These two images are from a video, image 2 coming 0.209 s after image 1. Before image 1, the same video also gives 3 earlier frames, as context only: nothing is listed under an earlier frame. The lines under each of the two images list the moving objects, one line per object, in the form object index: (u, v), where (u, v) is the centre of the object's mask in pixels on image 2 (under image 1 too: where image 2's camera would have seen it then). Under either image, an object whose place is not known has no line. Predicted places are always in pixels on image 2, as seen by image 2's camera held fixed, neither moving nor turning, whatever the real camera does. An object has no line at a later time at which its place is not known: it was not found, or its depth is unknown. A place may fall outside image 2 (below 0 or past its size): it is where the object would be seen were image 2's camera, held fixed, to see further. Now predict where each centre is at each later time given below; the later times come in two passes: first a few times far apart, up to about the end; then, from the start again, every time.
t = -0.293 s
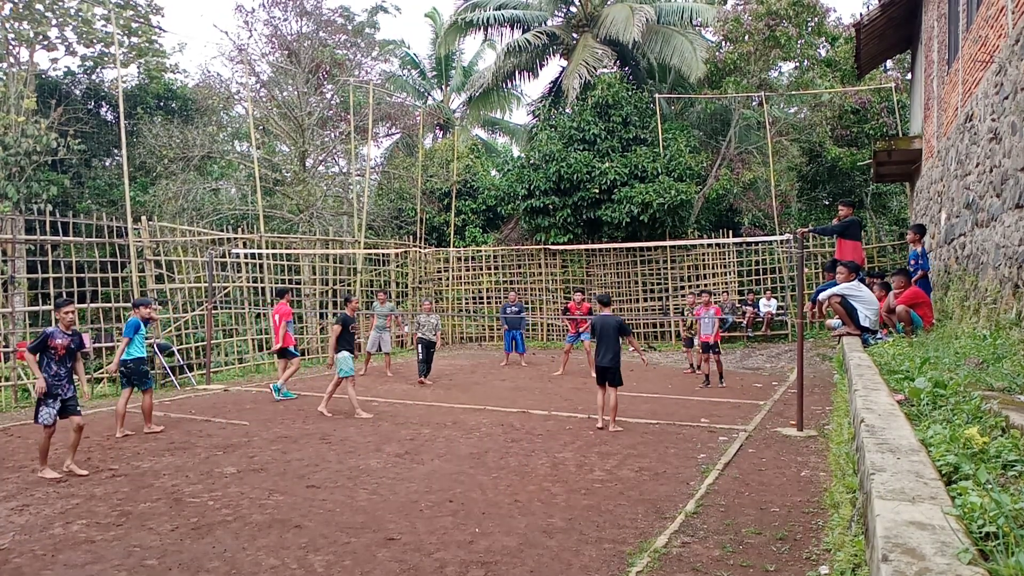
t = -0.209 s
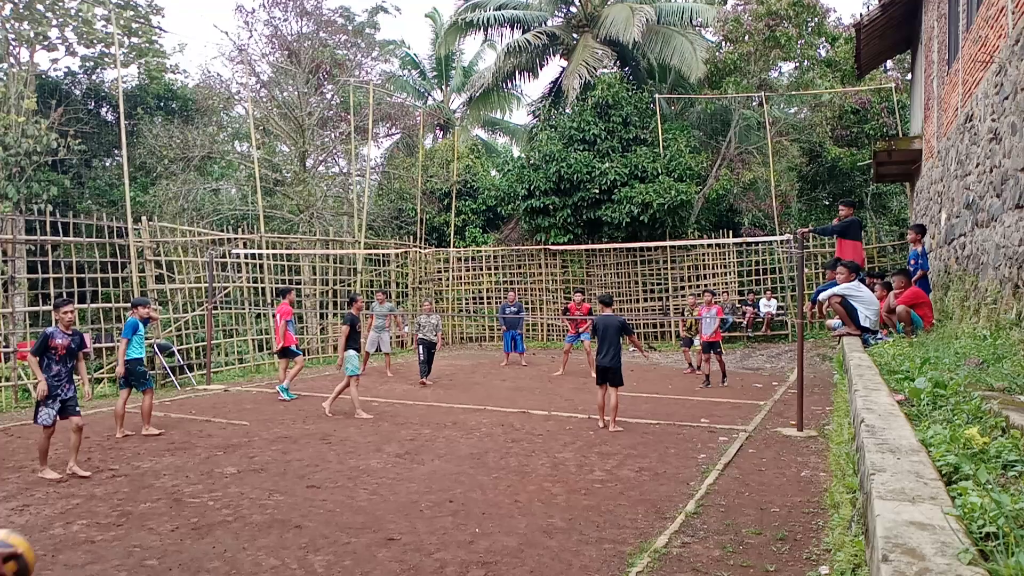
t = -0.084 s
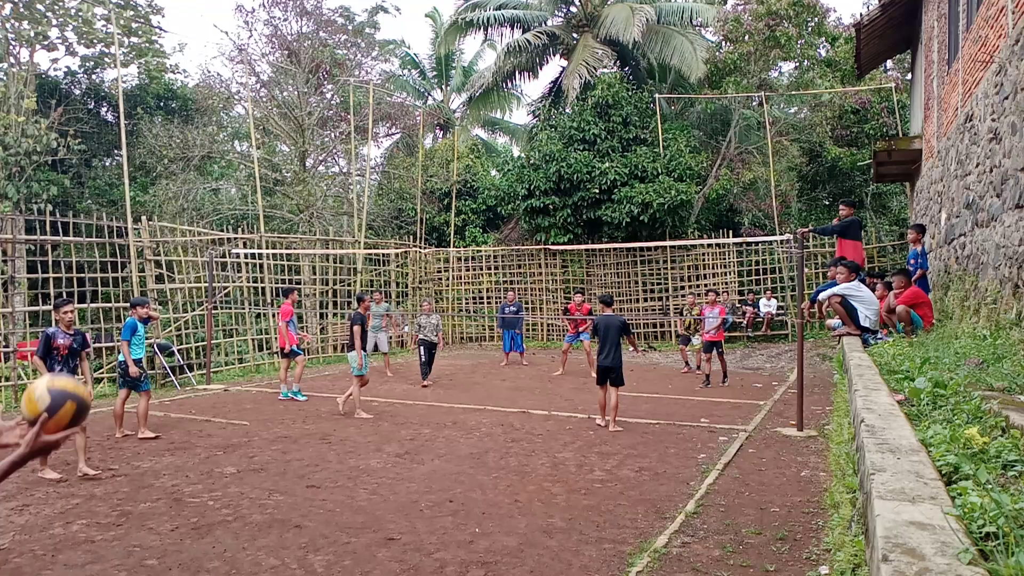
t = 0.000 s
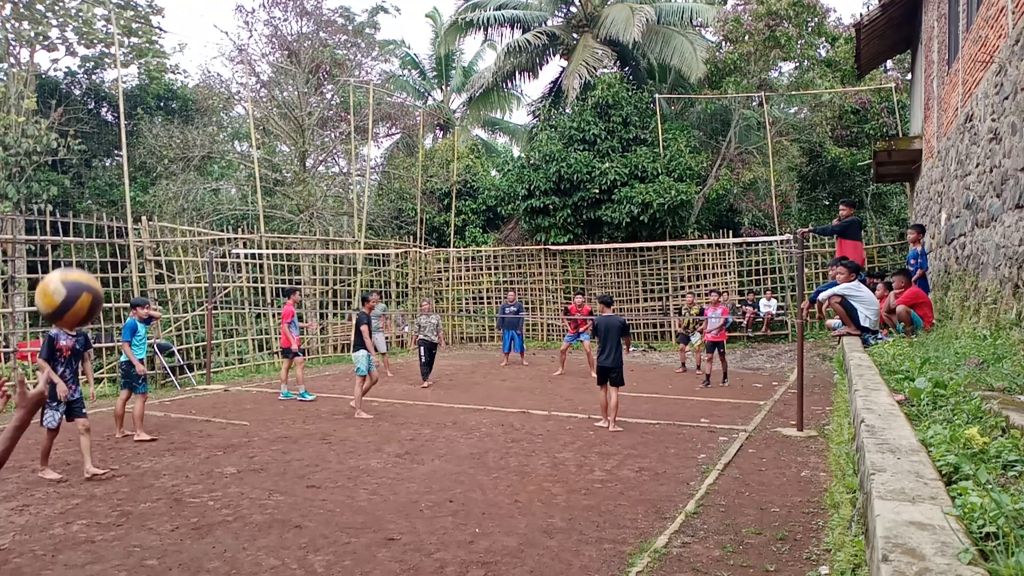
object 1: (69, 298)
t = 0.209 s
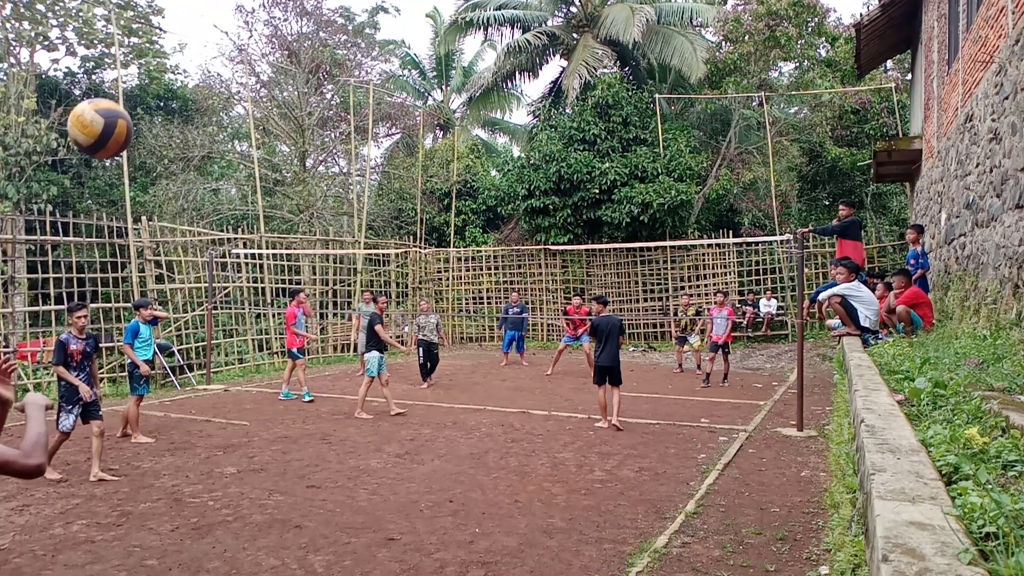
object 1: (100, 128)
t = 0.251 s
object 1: (106, 110)
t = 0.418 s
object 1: (129, 84)
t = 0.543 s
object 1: (144, 113)
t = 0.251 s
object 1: (106, 110)
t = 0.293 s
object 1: (112, 97)
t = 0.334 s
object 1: (118, 88)
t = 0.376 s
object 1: (123, 84)
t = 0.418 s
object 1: (129, 84)
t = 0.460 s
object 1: (134, 90)
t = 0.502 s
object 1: (139, 99)
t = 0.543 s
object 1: (144, 113)
